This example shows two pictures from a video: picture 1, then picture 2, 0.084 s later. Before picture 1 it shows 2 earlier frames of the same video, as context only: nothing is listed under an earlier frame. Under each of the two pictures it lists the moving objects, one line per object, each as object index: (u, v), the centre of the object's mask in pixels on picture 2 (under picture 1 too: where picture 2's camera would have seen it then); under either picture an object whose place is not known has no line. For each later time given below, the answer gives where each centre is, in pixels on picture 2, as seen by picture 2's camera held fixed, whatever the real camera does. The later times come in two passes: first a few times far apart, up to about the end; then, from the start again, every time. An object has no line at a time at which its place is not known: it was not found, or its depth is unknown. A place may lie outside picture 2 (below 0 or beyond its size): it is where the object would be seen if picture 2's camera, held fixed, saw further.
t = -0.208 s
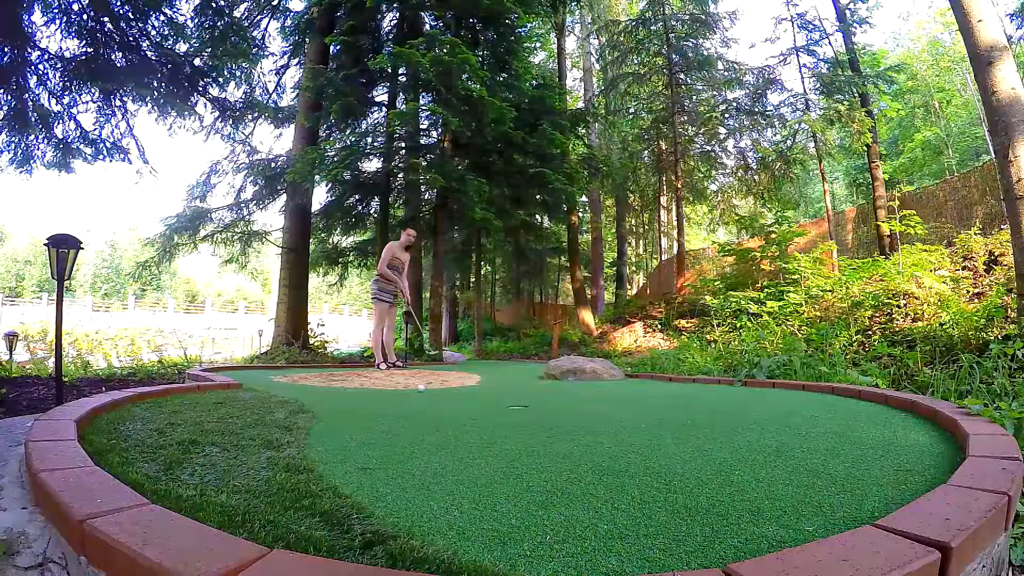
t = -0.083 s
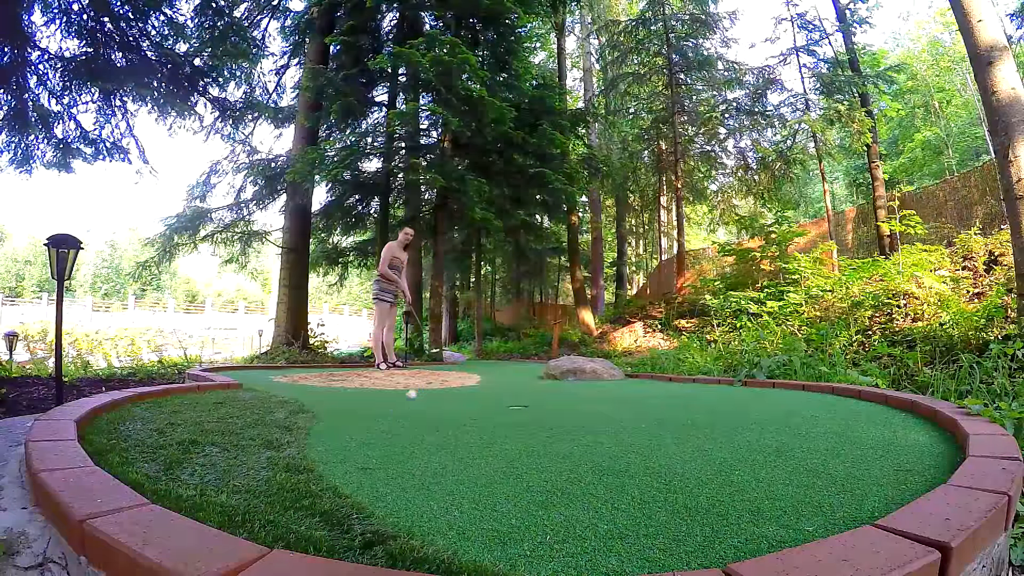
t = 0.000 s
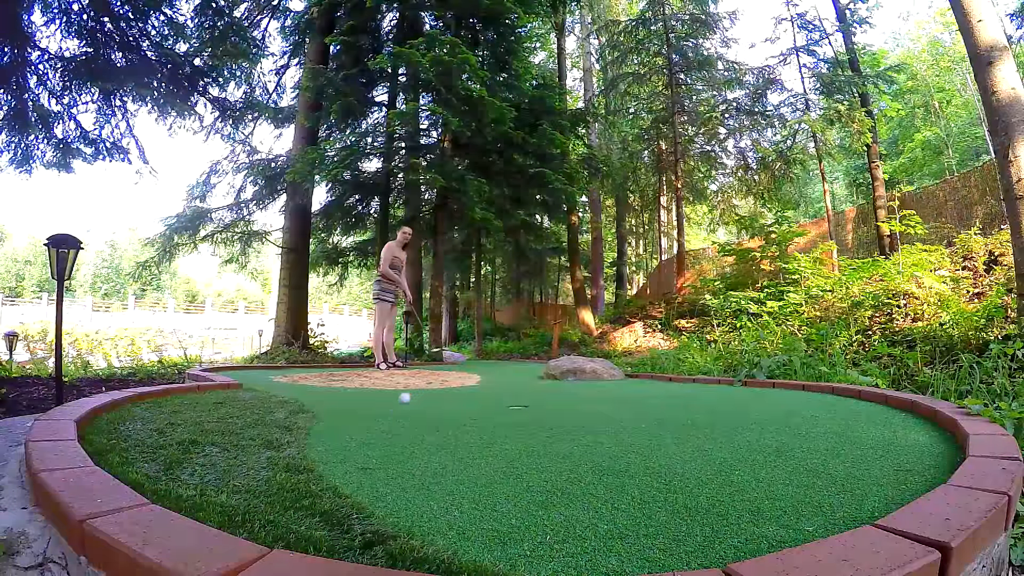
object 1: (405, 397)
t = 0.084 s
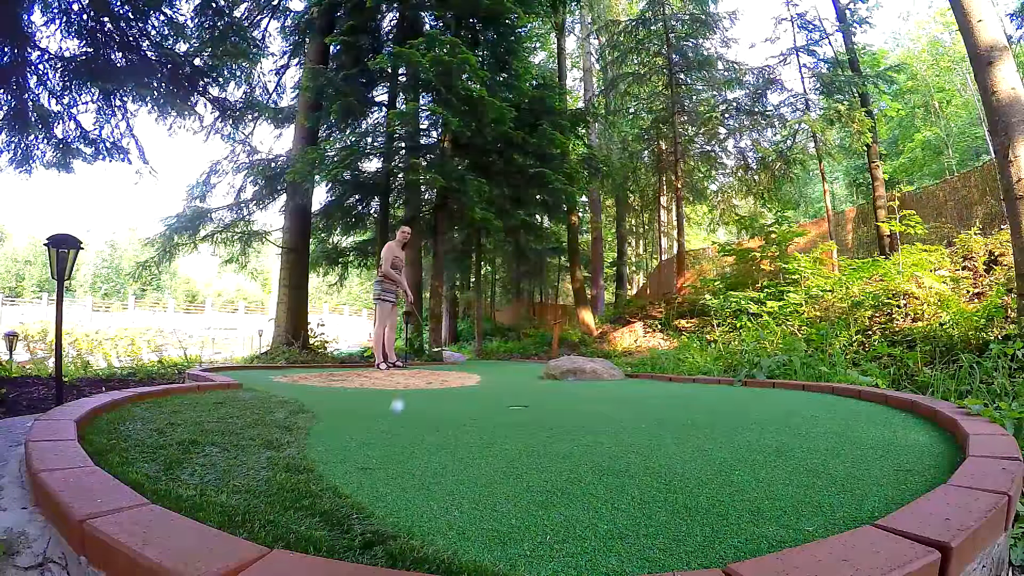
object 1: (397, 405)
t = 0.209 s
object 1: (379, 426)
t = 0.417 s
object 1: (326, 507)
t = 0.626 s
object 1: (335, 512)
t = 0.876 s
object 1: (387, 473)
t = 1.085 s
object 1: (421, 468)
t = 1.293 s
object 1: (449, 482)
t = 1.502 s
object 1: (476, 460)
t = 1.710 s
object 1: (523, 452)
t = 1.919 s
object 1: (552, 438)
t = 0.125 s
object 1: (392, 412)
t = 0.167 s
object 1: (387, 418)
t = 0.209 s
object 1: (379, 426)
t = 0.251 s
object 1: (371, 437)
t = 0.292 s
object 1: (362, 450)
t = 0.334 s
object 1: (349, 464)
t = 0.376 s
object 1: (338, 482)
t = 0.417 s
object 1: (326, 507)
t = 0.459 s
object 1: (311, 538)
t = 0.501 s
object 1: (310, 539)
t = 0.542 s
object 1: (317, 533)
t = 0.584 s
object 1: (325, 524)
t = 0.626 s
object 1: (335, 512)
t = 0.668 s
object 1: (345, 503)
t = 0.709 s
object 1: (354, 494)
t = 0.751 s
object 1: (363, 487)
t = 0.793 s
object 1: (371, 482)
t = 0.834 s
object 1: (379, 477)
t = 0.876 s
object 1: (387, 473)
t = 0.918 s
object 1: (395, 470)
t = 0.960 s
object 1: (402, 469)
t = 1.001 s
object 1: (408, 468)
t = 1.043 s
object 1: (415, 468)
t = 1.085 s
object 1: (421, 468)
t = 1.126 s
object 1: (427, 470)
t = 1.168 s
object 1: (433, 472)
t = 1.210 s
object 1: (437, 474)
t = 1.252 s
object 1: (444, 477)
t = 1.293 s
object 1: (449, 482)
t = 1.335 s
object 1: (454, 483)
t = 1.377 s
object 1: (457, 478)
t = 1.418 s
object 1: (460, 473)
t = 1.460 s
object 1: (463, 469)
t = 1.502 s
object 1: (476, 460)
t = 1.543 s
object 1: (485, 461)
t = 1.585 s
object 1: (498, 461)
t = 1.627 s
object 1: (506, 457)
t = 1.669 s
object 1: (516, 455)
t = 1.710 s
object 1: (523, 452)
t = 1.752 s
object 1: (530, 449)
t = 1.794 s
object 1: (536, 446)
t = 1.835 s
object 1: (542, 443)
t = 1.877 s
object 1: (547, 441)
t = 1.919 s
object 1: (552, 438)
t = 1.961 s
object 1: (556, 437)
